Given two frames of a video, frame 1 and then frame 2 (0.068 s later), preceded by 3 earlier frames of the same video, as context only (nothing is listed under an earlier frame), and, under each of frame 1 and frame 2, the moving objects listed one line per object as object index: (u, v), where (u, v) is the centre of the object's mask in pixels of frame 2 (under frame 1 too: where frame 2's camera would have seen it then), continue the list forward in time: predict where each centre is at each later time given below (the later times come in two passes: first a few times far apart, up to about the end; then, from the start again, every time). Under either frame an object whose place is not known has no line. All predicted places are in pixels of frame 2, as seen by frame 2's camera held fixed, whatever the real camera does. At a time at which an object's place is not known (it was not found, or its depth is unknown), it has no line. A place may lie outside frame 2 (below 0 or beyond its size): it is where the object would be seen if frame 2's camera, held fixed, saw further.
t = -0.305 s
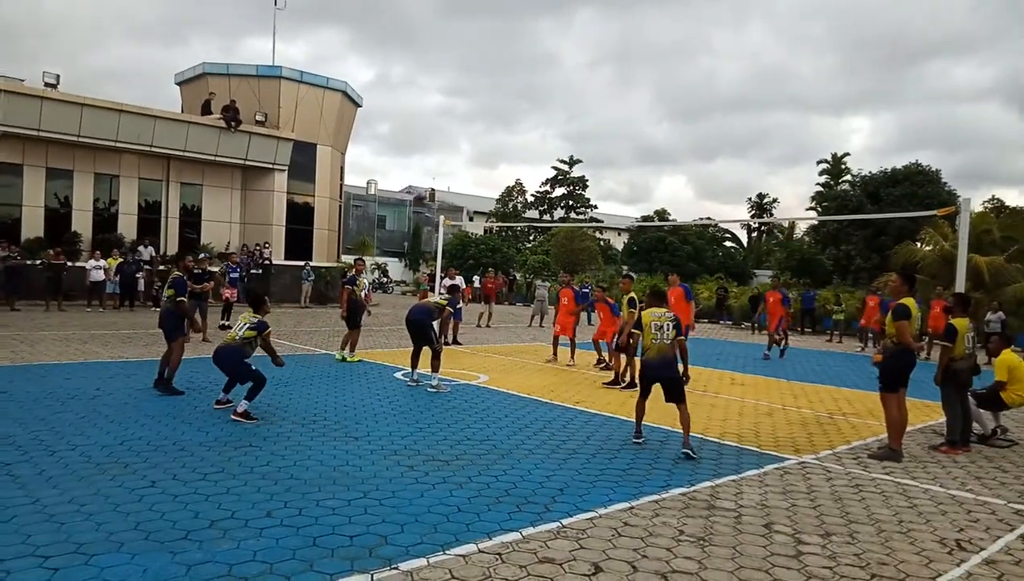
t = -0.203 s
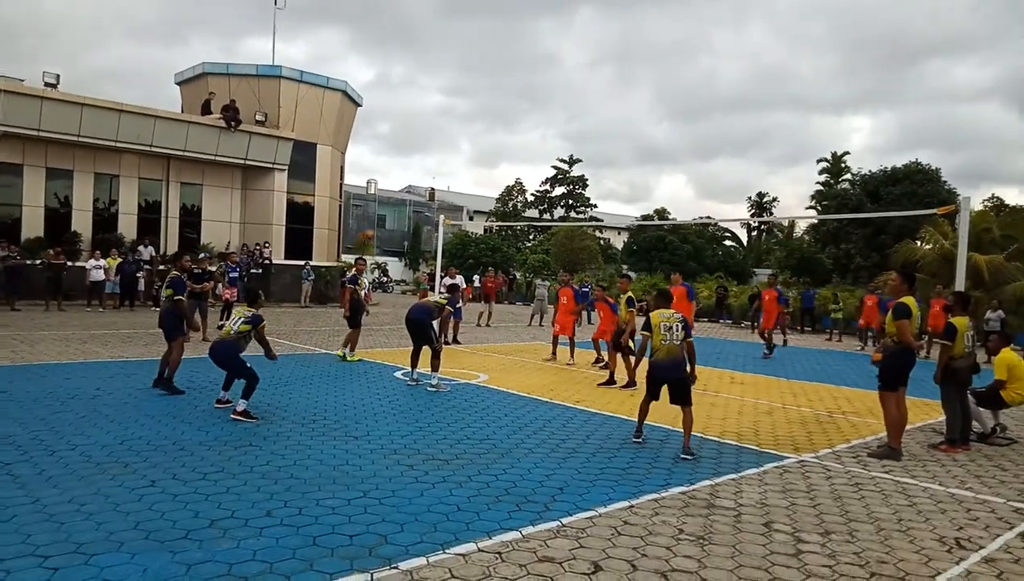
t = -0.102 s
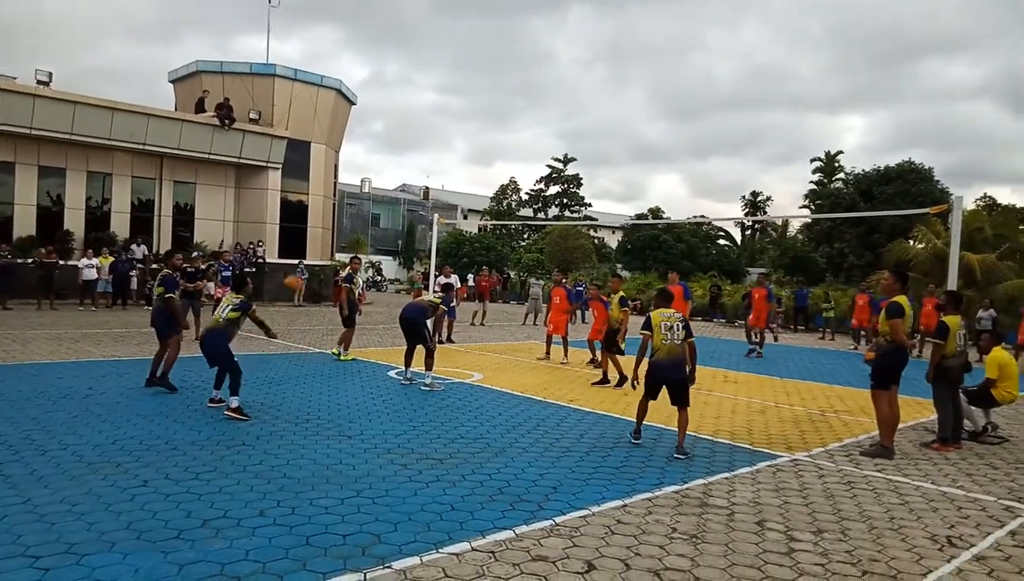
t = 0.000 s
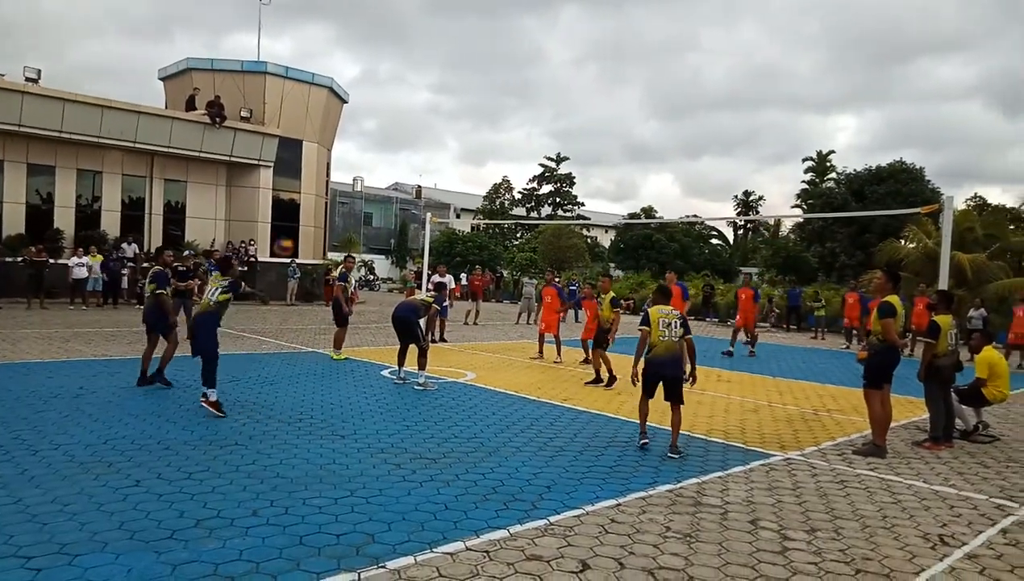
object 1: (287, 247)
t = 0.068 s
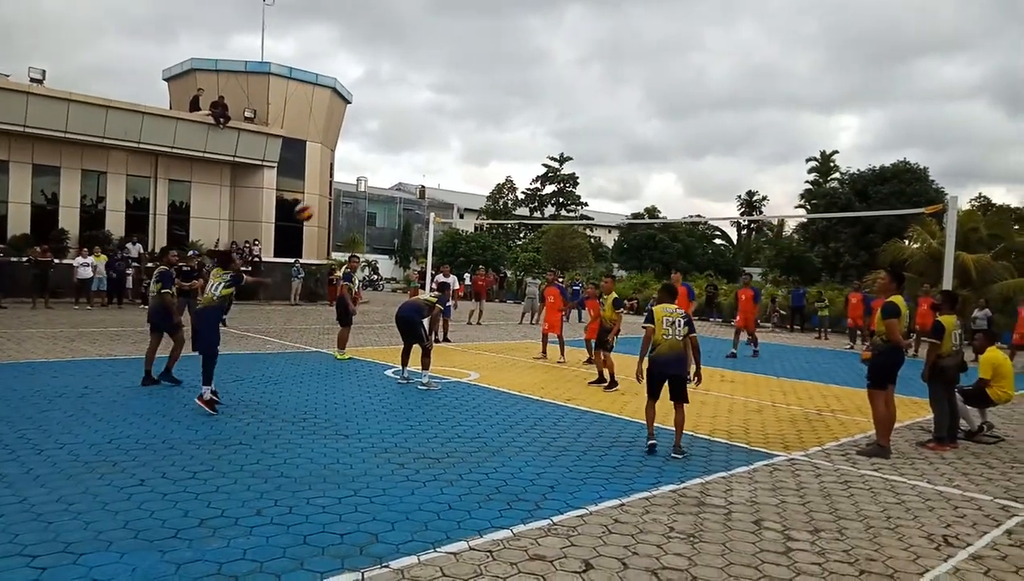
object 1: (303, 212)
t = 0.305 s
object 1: (360, 120)
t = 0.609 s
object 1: (427, 73)
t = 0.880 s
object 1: (481, 99)
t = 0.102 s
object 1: (312, 197)
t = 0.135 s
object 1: (320, 181)
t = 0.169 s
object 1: (328, 167)
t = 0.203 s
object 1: (336, 153)
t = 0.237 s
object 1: (345, 141)
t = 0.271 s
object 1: (352, 130)
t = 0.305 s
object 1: (360, 120)
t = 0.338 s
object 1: (368, 111)
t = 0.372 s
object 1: (376, 103)
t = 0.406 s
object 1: (383, 95)
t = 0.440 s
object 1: (391, 89)
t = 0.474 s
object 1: (398, 84)
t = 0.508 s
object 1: (405, 79)
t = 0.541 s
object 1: (413, 76)
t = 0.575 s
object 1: (420, 74)
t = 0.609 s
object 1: (427, 73)
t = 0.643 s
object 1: (434, 73)
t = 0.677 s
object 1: (441, 73)
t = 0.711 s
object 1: (448, 75)
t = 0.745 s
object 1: (455, 78)
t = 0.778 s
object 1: (462, 82)
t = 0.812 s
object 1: (468, 87)
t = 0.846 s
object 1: (475, 92)
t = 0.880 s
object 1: (481, 99)
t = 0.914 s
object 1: (488, 107)
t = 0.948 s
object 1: (494, 116)
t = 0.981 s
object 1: (501, 126)
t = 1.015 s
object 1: (507, 137)
